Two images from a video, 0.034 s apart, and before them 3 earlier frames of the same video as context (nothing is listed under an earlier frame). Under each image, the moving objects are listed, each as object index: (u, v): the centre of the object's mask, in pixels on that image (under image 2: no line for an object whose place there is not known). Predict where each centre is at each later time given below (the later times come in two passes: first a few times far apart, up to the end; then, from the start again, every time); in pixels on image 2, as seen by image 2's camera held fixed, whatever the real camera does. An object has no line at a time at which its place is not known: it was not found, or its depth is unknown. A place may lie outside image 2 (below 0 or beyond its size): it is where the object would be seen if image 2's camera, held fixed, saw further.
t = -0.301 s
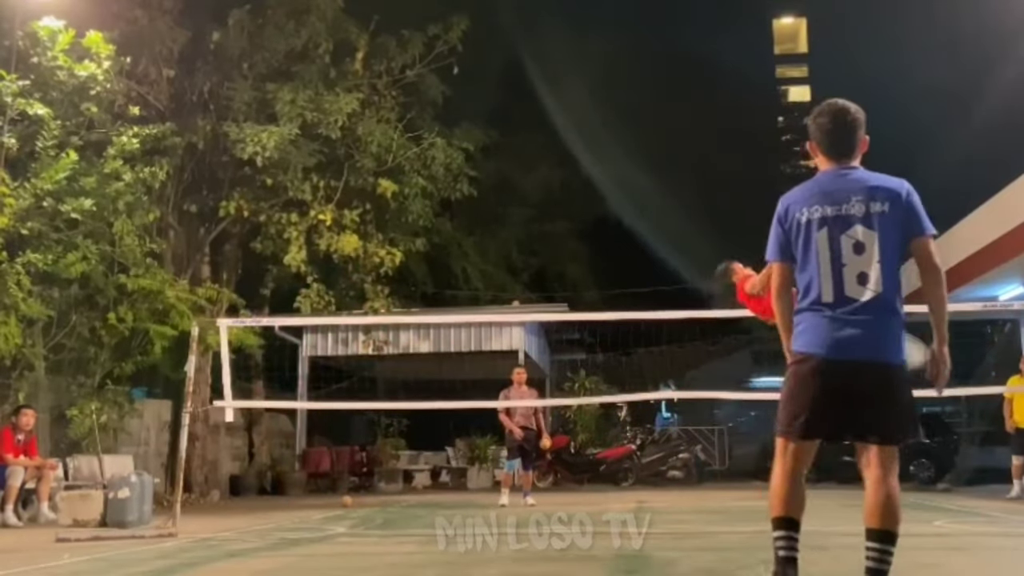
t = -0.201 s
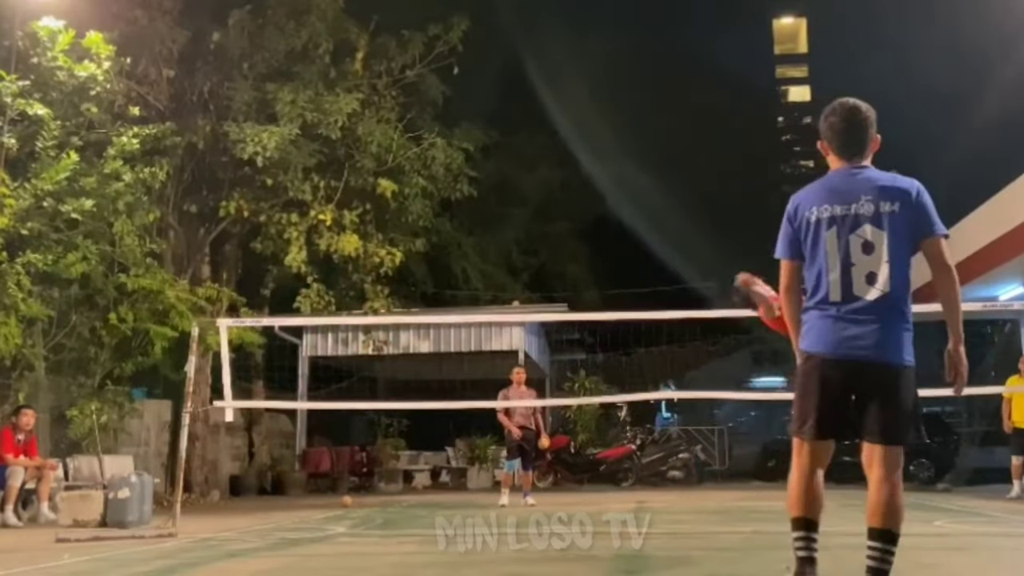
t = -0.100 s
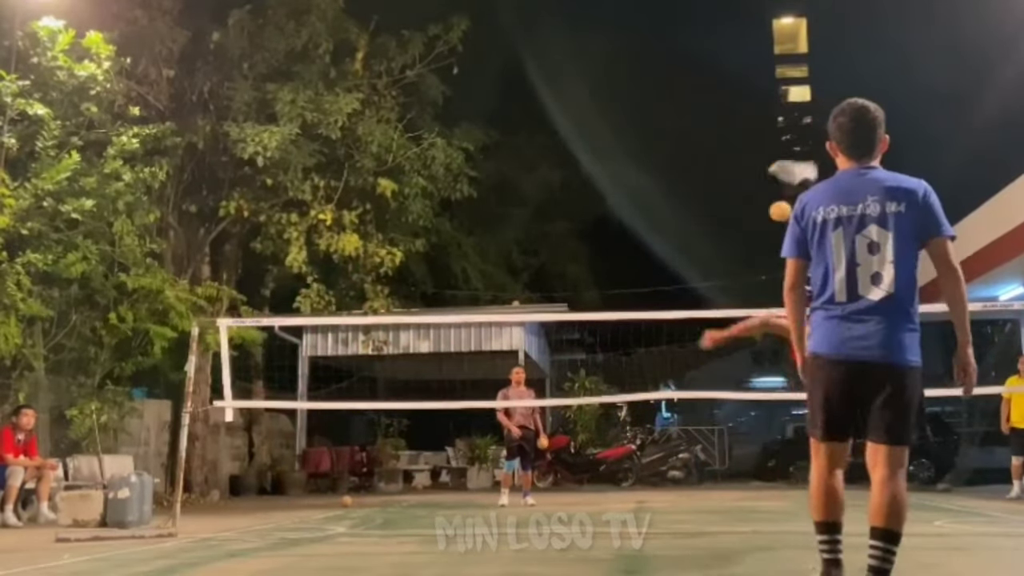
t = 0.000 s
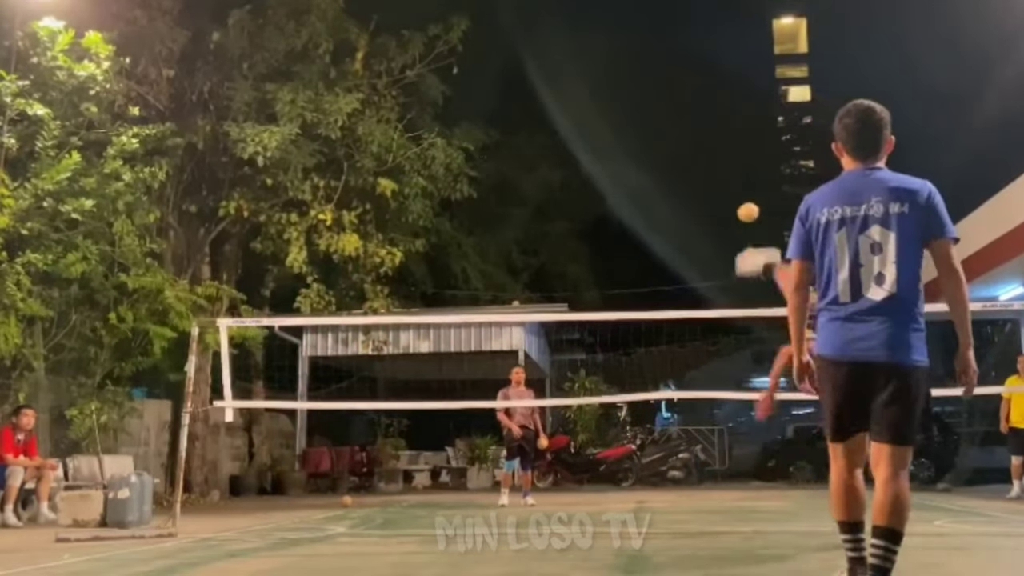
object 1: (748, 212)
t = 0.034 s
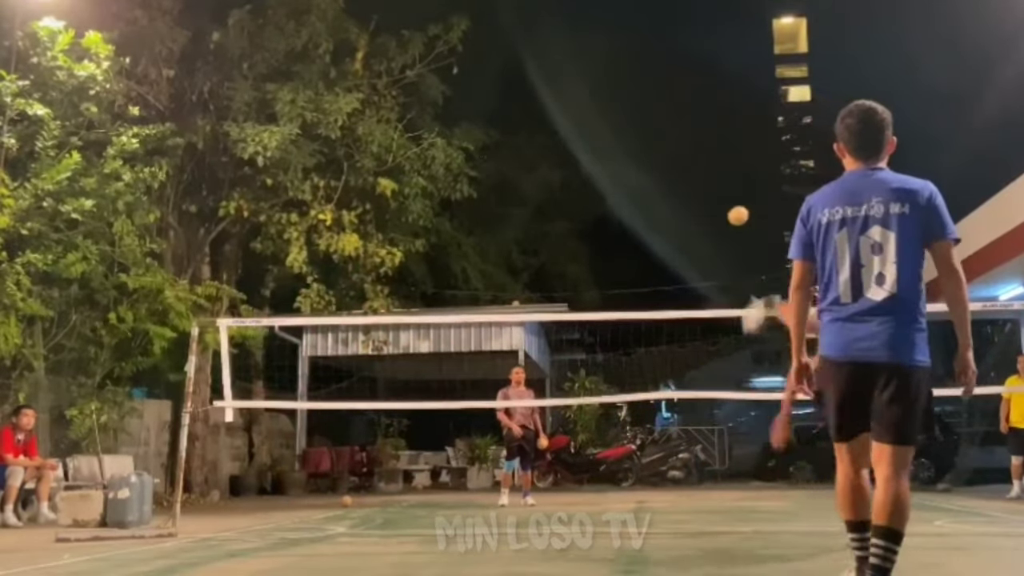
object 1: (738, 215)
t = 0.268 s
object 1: (678, 274)
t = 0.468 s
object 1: (637, 365)
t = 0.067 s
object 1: (728, 220)
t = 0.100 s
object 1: (719, 226)
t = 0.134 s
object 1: (710, 233)
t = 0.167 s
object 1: (701, 242)
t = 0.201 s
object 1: (694, 251)
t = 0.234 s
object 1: (685, 262)
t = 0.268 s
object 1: (678, 274)
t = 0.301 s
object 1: (670, 287)
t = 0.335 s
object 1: (663, 300)
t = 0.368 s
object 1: (656, 315)
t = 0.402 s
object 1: (649, 332)
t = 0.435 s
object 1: (643, 348)
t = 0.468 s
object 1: (637, 365)
